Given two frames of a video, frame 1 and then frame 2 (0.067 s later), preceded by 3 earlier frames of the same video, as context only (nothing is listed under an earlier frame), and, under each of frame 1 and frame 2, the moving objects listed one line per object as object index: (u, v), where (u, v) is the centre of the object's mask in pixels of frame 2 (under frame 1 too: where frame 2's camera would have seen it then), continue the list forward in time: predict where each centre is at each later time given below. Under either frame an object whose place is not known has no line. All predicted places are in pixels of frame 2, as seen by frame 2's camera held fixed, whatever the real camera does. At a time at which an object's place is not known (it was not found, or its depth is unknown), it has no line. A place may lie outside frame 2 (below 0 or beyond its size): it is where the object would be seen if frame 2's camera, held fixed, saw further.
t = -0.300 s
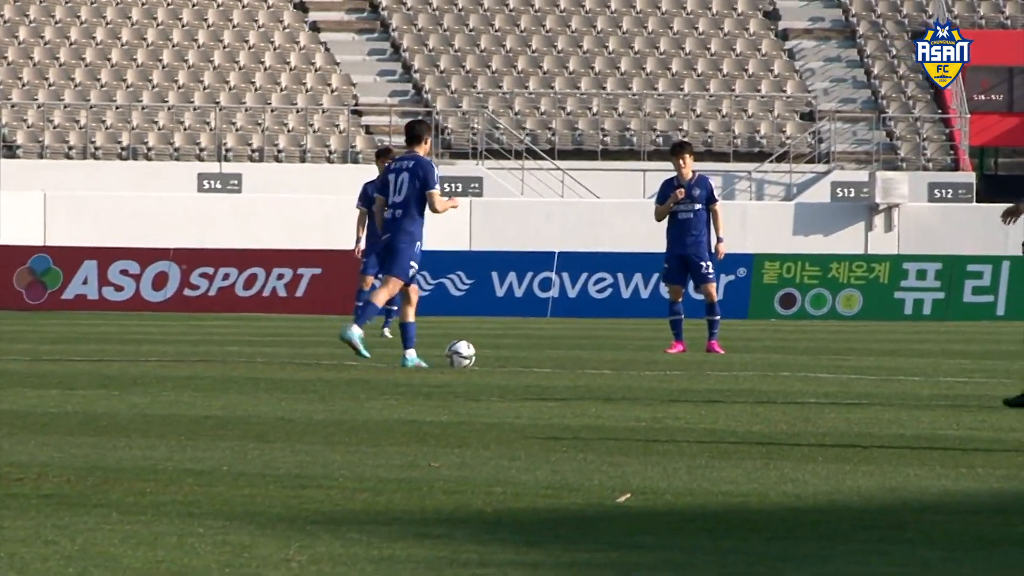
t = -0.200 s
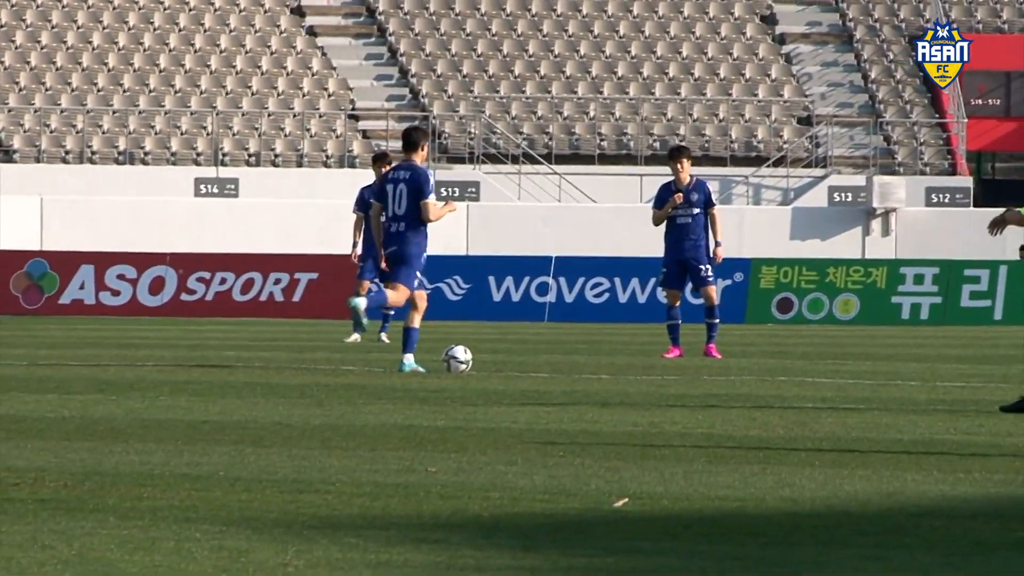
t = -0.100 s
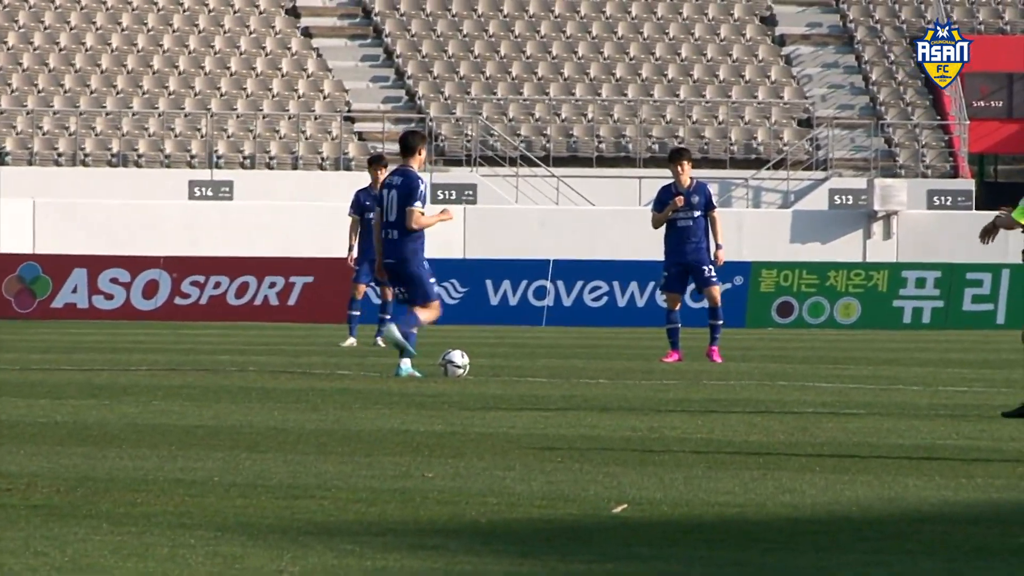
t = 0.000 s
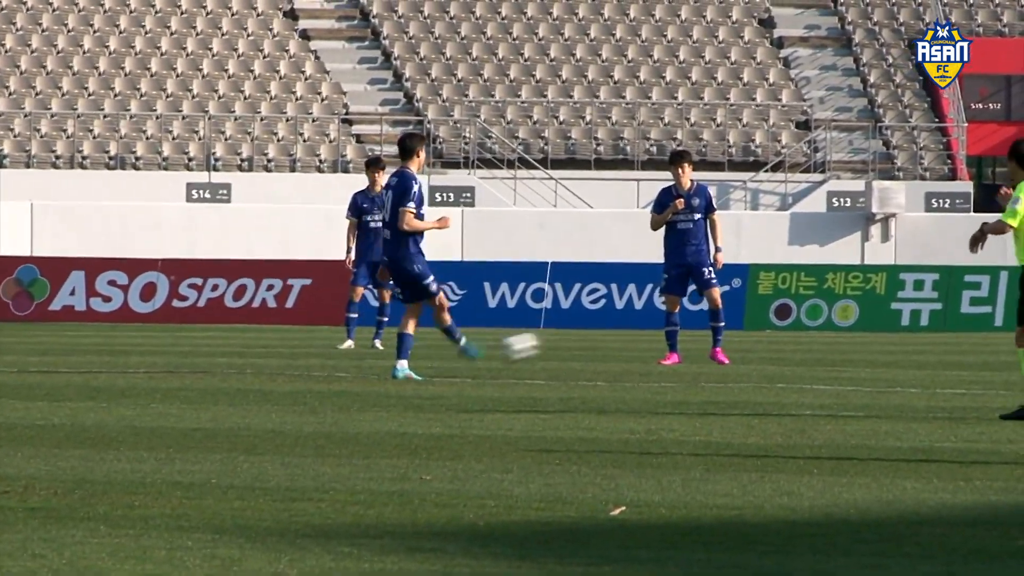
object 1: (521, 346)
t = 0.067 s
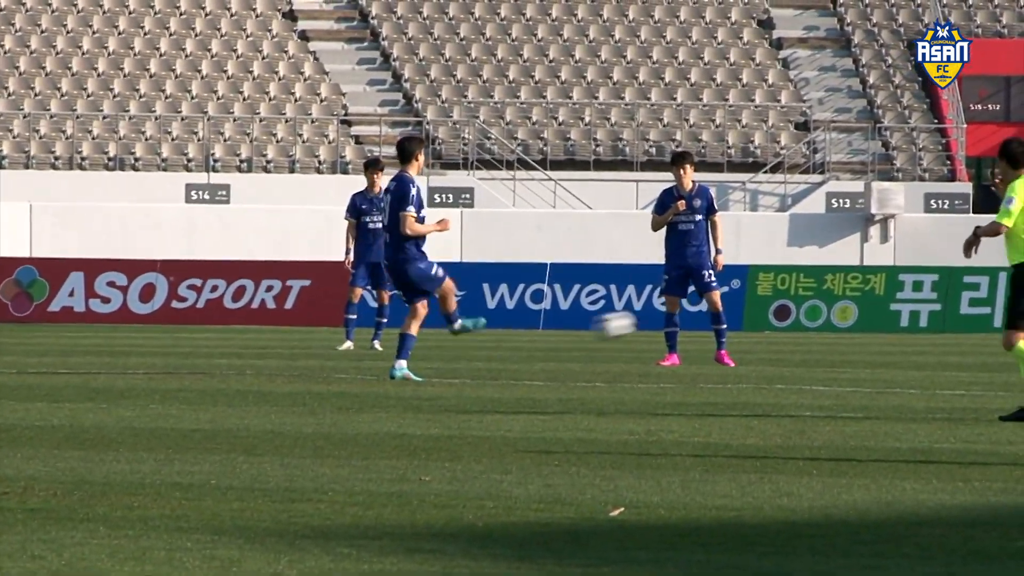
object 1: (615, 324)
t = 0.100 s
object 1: (661, 317)
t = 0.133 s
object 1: (710, 309)
